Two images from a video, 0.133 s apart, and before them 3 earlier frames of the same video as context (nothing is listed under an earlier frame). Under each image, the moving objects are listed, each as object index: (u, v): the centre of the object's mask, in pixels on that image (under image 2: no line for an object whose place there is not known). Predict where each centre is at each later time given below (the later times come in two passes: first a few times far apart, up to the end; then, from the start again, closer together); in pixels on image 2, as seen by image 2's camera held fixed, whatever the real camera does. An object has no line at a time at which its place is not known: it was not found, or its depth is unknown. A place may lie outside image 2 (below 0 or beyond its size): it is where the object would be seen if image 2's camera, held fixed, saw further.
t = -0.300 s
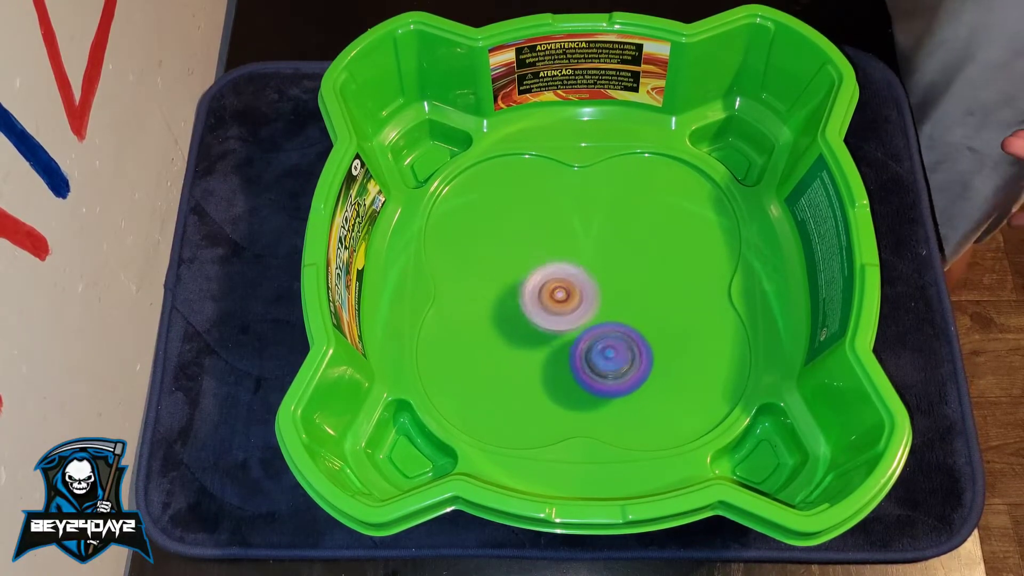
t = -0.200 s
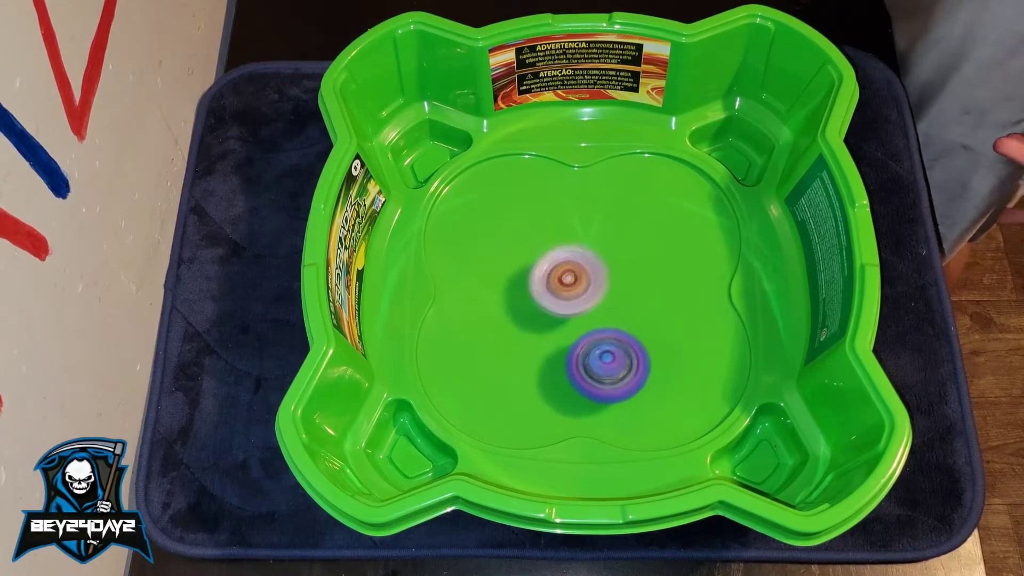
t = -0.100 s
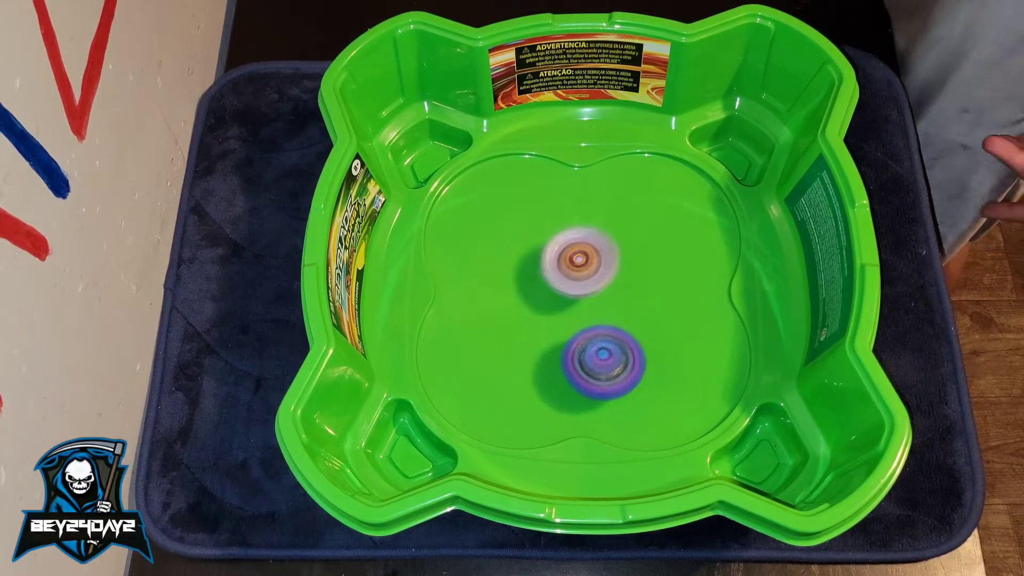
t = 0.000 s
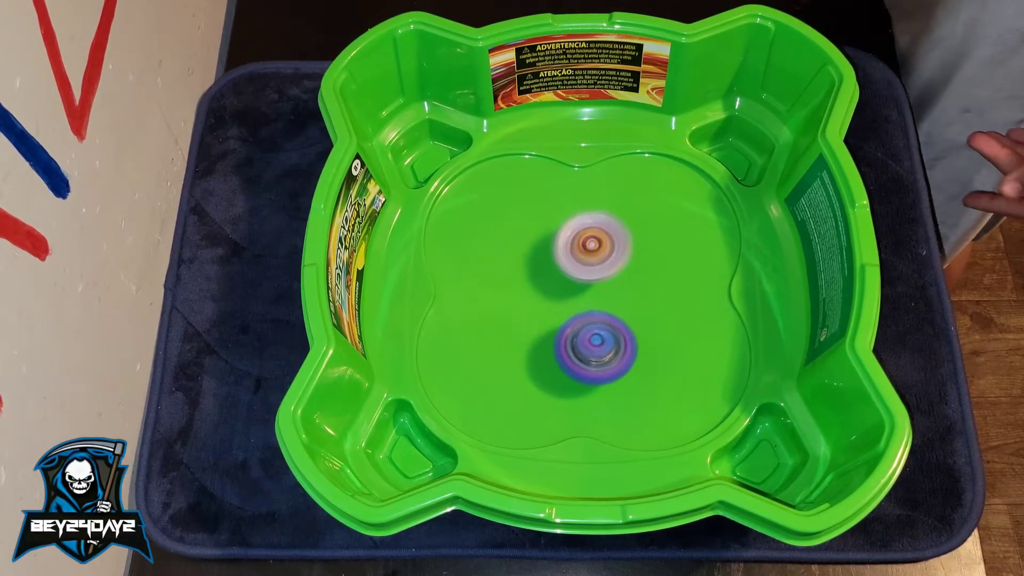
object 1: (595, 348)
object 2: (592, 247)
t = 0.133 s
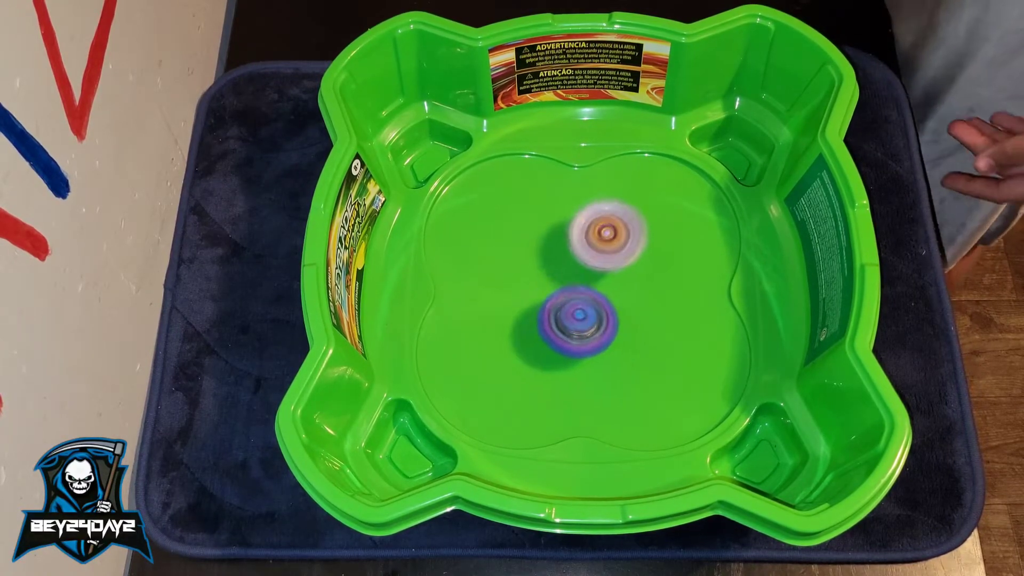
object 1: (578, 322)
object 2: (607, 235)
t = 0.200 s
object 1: (566, 309)
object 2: (612, 234)
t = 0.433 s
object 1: (525, 276)
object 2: (612, 250)
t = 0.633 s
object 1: (506, 262)
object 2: (590, 281)
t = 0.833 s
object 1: (513, 256)
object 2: (582, 311)
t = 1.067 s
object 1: (532, 242)
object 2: (604, 343)
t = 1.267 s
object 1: (568, 243)
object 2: (619, 340)
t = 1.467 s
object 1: (609, 241)
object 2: (621, 313)
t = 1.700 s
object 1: (637, 227)
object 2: (601, 310)
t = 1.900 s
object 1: (641, 239)
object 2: (568, 297)
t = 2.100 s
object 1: (646, 247)
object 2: (526, 302)
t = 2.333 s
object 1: (619, 282)
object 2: (507, 311)
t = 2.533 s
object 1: (608, 319)
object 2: (519, 301)
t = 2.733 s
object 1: (611, 341)
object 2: (530, 278)
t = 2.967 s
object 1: (595, 323)
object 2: (570, 254)
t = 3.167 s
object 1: (568, 316)
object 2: (592, 220)
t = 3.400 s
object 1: (546, 300)
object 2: (591, 203)
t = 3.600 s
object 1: (541, 283)
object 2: (587, 221)
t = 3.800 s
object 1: (548, 289)
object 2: (608, 234)
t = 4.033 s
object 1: (562, 299)
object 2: (646, 245)
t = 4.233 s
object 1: (569, 309)
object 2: (677, 237)
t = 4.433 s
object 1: (584, 290)
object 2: (670, 240)
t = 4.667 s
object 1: (560, 263)
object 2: (668, 254)
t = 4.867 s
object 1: (533, 262)
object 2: (673, 269)
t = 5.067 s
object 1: (545, 281)
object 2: (651, 292)
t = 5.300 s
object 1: (560, 282)
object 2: (642, 320)
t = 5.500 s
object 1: (545, 270)
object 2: (650, 336)
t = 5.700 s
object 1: (556, 270)
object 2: (648, 326)
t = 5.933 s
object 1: (579, 261)
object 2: (629, 322)
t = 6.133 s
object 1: (576, 252)
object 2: (619, 331)
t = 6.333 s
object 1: (582, 264)
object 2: (602, 332)
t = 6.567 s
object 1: (597, 260)
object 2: (597, 347)
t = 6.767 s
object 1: (602, 270)
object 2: (590, 335)
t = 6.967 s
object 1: (603, 256)
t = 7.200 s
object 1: (589, 248)
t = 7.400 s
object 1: (574, 255)
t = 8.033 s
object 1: (580, 247)
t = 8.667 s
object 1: (582, 268)
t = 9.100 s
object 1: (572, 251)
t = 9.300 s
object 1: (580, 253)
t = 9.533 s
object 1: (589, 261)
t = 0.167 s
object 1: (572, 315)
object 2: (610, 234)
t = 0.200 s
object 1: (566, 309)
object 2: (612, 234)
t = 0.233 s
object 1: (560, 303)
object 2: (613, 235)
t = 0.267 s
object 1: (554, 298)
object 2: (613, 236)
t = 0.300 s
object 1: (548, 293)
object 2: (614, 237)
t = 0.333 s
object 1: (542, 288)
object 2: (614, 239)
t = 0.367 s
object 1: (536, 283)
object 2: (613, 242)
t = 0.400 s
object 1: (530, 279)
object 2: (613, 245)
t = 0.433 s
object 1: (525, 276)
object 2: (612, 250)
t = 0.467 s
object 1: (520, 273)
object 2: (610, 255)
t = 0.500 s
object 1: (515, 270)
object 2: (607, 260)
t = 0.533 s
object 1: (512, 267)
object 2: (603, 265)
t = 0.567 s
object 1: (509, 265)
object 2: (599, 271)
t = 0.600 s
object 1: (507, 263)
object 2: (595, 276)
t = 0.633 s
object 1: (506, 262)
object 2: (590, 281)
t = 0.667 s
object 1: (506, 261)
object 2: (585, 285)
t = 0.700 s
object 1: (507, 261)
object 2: (581, 289)
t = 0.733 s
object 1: (507, 260)
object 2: (581, 294)
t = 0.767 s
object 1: (509, 259)
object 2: (580, 300)
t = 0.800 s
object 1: (512, 259)
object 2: (579, 305)
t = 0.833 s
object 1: (513, 256)
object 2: (582, 311)
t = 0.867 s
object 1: (513, 253)
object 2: (586, 319)
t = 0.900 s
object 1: (514, 250)
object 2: (588, 325)
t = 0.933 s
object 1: (516, 248)
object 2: (590, 330)
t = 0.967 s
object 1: (519, 245)
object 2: (593, 334)
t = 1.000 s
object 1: (523, 244)
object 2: (596, 337)
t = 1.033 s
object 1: (527, 243)
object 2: (600, 341)
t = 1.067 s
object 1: (532, 242)
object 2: (604, 343)
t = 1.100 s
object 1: (537, 242)
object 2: (607, 345)
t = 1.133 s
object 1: (542, 242)
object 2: (609, 347)
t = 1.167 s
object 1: (549, 242)
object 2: (611, 346)
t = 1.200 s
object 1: (555, 243)
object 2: (614, 344)
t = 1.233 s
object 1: (562, 243)
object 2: (617, 342)
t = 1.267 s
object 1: (568, 243)
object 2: (619, 340)
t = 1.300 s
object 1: (576, 244)
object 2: (621, 337)
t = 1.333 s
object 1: (583, 245)
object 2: (621, 333)
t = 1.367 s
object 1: (589, 245)
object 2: (621, 328)
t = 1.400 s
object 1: (597, 245)
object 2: (621, 322)
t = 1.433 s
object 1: (603, 244)
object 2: (619, 315)
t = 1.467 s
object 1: (609, 241)
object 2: (621, 313)
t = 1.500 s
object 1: (614, 235)
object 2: (620, 316)
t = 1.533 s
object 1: (619, 232)
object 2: (617, 317)
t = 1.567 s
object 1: (624, 230)
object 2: (614, 317)
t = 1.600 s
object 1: (628, 228)
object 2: (611, 316)
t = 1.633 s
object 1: (632, 227)
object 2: (609, 314)
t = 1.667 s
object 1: (635, 226)
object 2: (606, 313)
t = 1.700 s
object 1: (637, 227)
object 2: (601, 310)
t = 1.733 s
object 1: (639, 228)
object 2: (596, 307)
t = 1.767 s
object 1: (639, 230)
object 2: (591, 303)
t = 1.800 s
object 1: (638, 233)
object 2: (587, 298)
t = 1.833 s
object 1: (637, 237)
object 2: (584, 294)
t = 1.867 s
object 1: (636, 240)
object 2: (578, 292)
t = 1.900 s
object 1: (641, 239)
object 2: (568, 297)
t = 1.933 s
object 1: (644, 238)
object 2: (558, 299)
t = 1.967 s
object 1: (646, 238)
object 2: (553, 299)
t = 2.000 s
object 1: (648, 239)
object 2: (546, 301)
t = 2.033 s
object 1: (648, 241)
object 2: (539, 301)
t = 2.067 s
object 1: (648, 244)
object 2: (532, 302)
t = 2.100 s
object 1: (646, 247)
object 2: (526, 302)
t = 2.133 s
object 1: (643, 251)
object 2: (522, 305)
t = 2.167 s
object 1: (640, 255)
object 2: (517, 306)
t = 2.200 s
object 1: (637, 259)
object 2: (512, 308)
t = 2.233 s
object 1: (632, 265)
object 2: (510, 308)
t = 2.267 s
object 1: (628, 271)
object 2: (510, 309)
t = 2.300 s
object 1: (624, 276)
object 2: (508, 311)
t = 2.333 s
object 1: (619, 282)
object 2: (507, 311)
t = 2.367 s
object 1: (616, 289)
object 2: (509, 309)
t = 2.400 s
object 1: (613, 295)
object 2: (513, 309)
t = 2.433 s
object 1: (609, 300)
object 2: (517, 309)
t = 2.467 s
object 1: (605, 306)
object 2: (520, 307)
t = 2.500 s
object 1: (606, 313)
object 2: (521, 306)
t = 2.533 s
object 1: (608, 319)
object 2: (519, 301)
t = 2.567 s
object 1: (608, 324)
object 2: (519, 299)
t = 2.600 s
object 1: (609, 330)
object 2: (518, 295)
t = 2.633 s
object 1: (610, 333)
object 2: (520, 289)
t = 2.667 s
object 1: (610, 337)
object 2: (524, 286)
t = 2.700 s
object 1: (611, 340)
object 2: (526, 283)
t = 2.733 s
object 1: (611, 341)
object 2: (530, 278)
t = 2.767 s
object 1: (610, 342)
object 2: (535, 273)
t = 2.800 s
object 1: (609, 341)
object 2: (542, 270)
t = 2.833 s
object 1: (607, 338)
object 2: (546, 267)
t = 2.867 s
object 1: (605, 335)
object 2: (552, 262)
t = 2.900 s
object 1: (602, 332)
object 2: (558, 259)
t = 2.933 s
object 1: (599, 327)
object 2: (565, 256)
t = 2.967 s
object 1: (595, 323)
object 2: (570, 254)
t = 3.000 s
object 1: (590, 321)
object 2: (574, 247)
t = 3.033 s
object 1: (586, 321)
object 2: (580, 238)
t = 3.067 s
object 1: (581, 320)
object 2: (584, 235)
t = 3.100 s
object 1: (577, 319)
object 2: (587, 229)
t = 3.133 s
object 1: (572, 317)
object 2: (590, 224)
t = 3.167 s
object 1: (568, 316)
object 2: (592, 220)
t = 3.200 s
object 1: (564, 314)
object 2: (593, 215)
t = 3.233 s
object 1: (560, 312)
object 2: (594, 210)
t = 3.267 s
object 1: (556, 310)
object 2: (595, 207)
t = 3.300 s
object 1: (553, 308)
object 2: (594, 205)
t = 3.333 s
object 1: (550, 306)
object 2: (592, 202)
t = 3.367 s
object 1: (548, 303)
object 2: (593, 202)
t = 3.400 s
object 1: (546, 300)
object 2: (591, 203)
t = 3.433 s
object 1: (544, 296)
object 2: (589, 204)
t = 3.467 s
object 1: (543, 293)
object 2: (589, 207)
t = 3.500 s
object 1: (543, 290)
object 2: (588, 211)
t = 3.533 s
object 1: (543, 287)
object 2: (585, 216)
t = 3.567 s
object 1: (542, 283)
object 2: (586, 220)
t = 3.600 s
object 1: (541, 283)
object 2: (587, 221)
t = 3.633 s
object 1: (539, 284)
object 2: (589, 223)
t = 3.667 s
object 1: (538, 286)
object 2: (594, 223)
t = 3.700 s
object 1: (540, 287)
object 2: (597, 225)
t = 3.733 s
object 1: (542, 288)
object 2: (600, 228)
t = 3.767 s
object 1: (544, 288)
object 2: (604, 231)
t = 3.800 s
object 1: (548, 289)
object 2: (608, 234)
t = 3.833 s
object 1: (551, 290)
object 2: (609, 237)
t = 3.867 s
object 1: (553, 292)
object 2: (615, 238)
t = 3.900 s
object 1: (554, 294)
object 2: (620, 241)
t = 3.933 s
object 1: (558, 296)
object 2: (624, 243)
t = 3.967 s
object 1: (563, 296)
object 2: (629, 246)
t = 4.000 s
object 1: (563, 296)
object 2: (635, 248)
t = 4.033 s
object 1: (562, 299)
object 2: (646, 245)
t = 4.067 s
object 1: (561, 302)
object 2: (655, 243)
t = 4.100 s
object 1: (560, 305)
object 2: (660, 243)
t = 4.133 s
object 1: (562, 308)
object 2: (665, 242)
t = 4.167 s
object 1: (563, 309)
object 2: (670, 241)
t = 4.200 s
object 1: (566, 309)
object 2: (673, 239)
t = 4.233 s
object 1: (569, 309)
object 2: (677, 237)
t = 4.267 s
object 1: (572, 307)
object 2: (679, 237)
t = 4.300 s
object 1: (575, 304)
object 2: (678, 235)
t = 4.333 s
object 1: (578, 302)
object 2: (679, 236)
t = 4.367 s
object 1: (581, 298)
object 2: (676, 238)
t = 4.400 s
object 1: (583, 294)
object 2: (675, 237)
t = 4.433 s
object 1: (584, 290)
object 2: (670, 240)
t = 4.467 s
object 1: (585, 285)
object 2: (664, 242)
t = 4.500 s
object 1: (585, 280)
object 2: (661, 246)
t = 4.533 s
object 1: (584, 276)
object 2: (658, 249)
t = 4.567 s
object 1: (580, 271)
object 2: (655, 250)
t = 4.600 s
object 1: (572, 267)
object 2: (661, 249)
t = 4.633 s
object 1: (566, 264)
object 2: (663, 251)
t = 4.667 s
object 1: (560, 263)
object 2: (668, 254)
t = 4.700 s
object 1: (554, 262)
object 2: (672, 257)
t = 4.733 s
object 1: (549, 260)
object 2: (675, 257)
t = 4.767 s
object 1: (545, 260)
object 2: (676, 261)
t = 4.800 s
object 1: (540, 260)
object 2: (675, 263)
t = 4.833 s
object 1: (535, 261)
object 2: (677, 265)
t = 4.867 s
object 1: (533, 262)
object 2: (673, 269)
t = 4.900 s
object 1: (531, 264)
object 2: (672, 271)
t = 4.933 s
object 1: (531, 269)
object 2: (668, 276)
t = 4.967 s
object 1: (533, 272)
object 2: (663, 278)
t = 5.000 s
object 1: (535, 275)
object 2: (660, 283)
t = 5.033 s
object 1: (540, 279)
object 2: (654, 288)
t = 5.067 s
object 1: (545, 281)
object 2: (651, 292)
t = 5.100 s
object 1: (549, 285)
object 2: (646, 297)
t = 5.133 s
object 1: (555, 286)
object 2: (641, 299)
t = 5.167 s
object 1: (560, 288)
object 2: (637, 305)
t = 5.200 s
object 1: (563, 288)
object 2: (636, 310)
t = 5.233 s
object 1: (565, 287)
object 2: (636, 313)
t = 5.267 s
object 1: (564, 284)
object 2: (638, 317)
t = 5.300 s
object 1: (560, 282)
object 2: (642, 320)
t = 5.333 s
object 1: (557, 279)
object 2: (642, 323)
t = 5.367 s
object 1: (553, 276)
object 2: (641, 326)
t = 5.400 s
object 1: (551, 275)
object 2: (644, 330)
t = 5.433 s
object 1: (549, 273)
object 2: (645, 332)
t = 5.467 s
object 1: (546, 271)
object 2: (649, 335)
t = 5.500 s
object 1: (545, 270)
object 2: (650, 336)
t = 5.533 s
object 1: (545, 269)
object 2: (654, 336)
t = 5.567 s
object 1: (546, 269)
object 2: (654, 336)
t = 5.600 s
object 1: (548, 269)
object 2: (655, 333)
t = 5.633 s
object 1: (550, 269)
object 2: (654, 332)
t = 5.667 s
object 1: (553, 270)
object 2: (651, 328)
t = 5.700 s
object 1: (556, 270)
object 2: (648, 326)
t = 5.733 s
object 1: (561, 271)
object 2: (643, 323)
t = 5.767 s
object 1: (565, 271)
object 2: (639, 321)
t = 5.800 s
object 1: (571, 271)
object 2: (633, 320)
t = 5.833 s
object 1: (574, 270)
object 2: (631, 318)
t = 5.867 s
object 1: (577, 268)
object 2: (630, 319)
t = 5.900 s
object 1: (579, 265)
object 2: (630, 319)
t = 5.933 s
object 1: (579, 261)
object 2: (629, 322)
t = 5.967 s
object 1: (578, 258)
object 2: (629, 321)
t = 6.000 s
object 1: (578, 256)
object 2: (626, 324)
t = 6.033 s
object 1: (577, 253)
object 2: (623, 327)
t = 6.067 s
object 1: (577, 252)
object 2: (623, 332)
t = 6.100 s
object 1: (576, 251)
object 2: (623, 330)
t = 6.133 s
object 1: (576, 252)
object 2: (619, 331)
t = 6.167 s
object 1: (576, 253)
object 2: (616, 330)
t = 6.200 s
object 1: (576, 256)
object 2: (612, 333)
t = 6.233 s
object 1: (577, 259)
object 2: (609, 330)
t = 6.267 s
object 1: (577, 262)
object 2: (604, 329)
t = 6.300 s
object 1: (579, 263)
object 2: (602, 328)
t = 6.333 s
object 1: (582, 264)
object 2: (602, 332)
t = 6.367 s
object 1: (585, 263)
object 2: (602, 335)
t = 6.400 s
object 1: (587, 262)
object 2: (601, 338)
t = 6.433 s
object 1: (589, 261)
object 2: (600, 339)
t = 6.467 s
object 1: (593, 260)
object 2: (597, 342)
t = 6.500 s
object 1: (594, 260)
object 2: (595, 345)
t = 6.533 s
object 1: (596, 260)
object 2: (594, 349)
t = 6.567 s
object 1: (597, 260)
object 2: (597, 347)
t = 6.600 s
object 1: (599, 262)
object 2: (594, 347)
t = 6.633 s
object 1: (600, 263)
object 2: (594, 347)
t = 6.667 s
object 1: (602, 265)
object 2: (595, 346)
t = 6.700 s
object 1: (601, 267)
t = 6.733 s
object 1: (603, 268)
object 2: (591, 338)
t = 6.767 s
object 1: (602, 270)
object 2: (590, 335)
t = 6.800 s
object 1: (602, 270)
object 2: (589, 337)
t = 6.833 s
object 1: (603, 270)
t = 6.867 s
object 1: (604, 267)
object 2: (587, 342)
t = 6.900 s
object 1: (604, 262)
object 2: (588, 347)
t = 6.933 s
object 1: (605, 259)
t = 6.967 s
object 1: (603, 256)
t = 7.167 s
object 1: (592, 246)
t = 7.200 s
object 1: (589, 248)
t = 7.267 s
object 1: (584, 252)
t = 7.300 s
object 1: (582, 255)
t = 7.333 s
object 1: (578, 258)
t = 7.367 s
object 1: (575, 258)
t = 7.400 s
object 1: (574, 255)
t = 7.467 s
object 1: (571, 253)
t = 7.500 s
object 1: (568, 252)
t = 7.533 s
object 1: (566, 252)
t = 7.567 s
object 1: (564, 253)
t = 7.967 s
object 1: (581, 249)
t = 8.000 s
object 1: (581, 249)
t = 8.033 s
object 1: (580, 247)
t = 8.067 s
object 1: (582, 246)
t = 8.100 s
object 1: (585, 244)
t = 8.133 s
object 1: (586, 244)
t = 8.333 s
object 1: (595, 237)
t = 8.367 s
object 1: (593, 243)
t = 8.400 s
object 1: (590, 247)
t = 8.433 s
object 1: (588, 252)
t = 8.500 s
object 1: (584, 261)
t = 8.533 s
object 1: (584, 263)
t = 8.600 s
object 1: (584, 268)
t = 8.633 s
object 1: (581, 269)
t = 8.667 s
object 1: (582, 268)
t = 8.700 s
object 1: (581, 267)
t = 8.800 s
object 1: (573, 249)
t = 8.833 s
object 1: (571, 246)
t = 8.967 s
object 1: (568, 243)
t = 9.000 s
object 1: (567, 244)
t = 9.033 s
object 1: (568, 245)
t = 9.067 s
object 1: (570, 248)
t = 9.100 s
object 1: (572, 251)
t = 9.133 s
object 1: (573, 253)
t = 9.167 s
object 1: (575, 255)
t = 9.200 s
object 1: (577, 257)
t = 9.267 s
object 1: (580, 254)
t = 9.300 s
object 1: (580, 253)
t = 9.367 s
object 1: (583, 254)
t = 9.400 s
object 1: (584, 256)
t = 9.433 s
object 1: (586, 257)
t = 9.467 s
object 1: (587, 258)
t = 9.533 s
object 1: (589, 261)
